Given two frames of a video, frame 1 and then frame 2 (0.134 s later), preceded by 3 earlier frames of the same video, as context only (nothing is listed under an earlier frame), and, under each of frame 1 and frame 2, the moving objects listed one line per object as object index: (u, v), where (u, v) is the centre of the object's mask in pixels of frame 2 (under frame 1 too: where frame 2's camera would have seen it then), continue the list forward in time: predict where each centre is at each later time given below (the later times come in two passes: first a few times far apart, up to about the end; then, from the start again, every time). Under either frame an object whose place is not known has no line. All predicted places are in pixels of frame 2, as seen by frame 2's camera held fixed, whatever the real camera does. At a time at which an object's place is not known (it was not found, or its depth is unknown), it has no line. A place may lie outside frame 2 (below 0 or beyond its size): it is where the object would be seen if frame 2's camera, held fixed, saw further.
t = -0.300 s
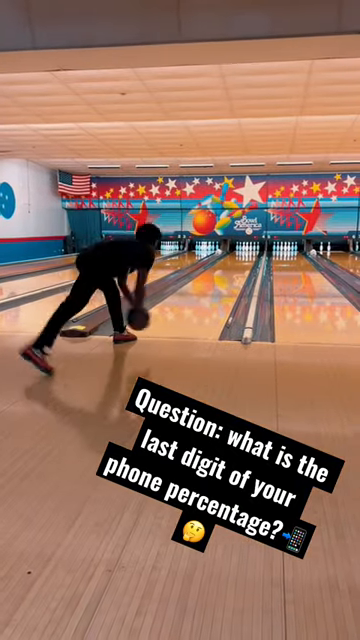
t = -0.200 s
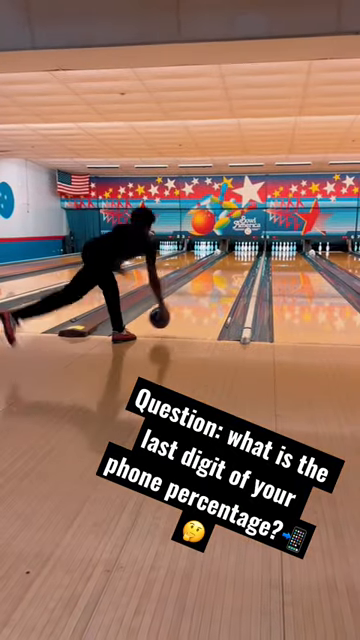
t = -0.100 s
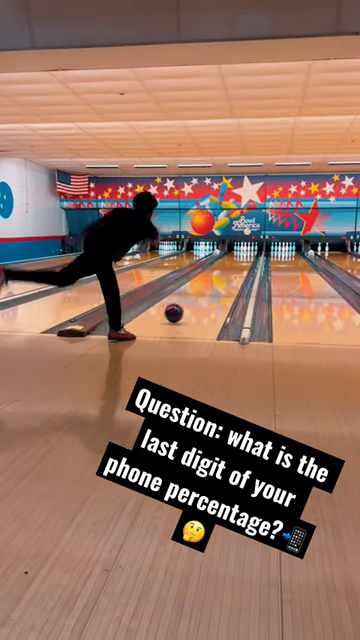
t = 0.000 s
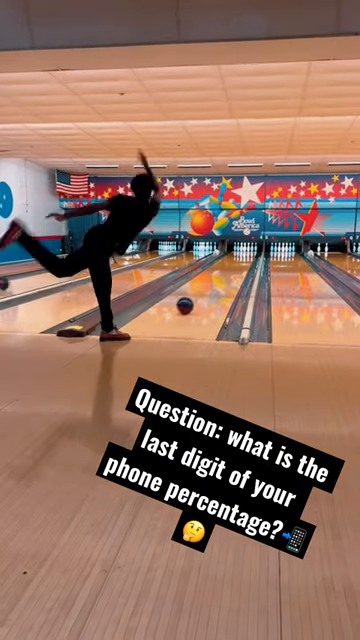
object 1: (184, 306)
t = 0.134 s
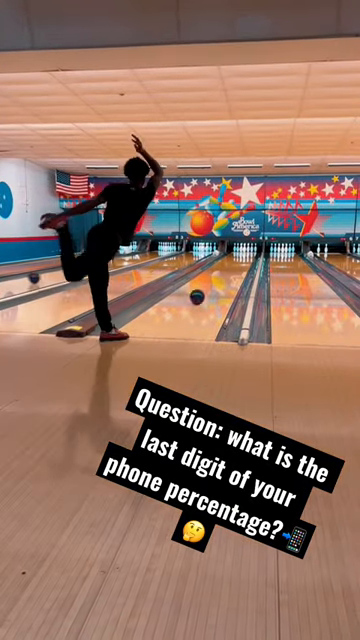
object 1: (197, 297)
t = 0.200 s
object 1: (202, 293)
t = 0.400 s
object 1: (214, 284)
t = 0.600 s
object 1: (224, 277)
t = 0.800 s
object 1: (231, 271)
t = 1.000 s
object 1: (235, 267)
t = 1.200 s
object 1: (240, 263)
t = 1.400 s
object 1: (243, 260)
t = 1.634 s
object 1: (247, 257)
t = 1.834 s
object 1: (248, 255)
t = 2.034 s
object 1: (248, 253)
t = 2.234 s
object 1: (248, 253)
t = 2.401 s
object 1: (247, 252)
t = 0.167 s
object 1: (199, 294)
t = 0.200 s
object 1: (202, 293)
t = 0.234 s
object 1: (204, 291)
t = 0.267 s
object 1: (206, 289)
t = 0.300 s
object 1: (208, 288)
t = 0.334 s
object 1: (210, 286)
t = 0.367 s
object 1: (212, 285)
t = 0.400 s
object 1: (214, 284)
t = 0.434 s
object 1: (216, 282)
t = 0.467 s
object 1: (218, 281)
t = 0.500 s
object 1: (219, 280)
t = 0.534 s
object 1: (221, 279)
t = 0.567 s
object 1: (222, 278)
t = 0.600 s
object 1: (224, 277)
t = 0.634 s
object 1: (225, 276)
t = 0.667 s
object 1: (226, 275)
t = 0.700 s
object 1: (227, 274)
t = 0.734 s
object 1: (228, 273)
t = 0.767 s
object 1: (229, 272)
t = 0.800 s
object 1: (231, 271)
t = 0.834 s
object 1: (231, 270)
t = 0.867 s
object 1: (233, 269)
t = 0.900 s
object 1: (233, 269)
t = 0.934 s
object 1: (234, 268)
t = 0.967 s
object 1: (235, 267)
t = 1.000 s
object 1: (235, 267)
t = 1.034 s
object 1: (237, 266)
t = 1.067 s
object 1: (237, 265)
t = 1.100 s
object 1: (238, 265)
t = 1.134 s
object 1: (239, 264)
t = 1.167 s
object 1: (240, 264)
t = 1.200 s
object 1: (240, 263)
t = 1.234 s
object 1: (241, 262)
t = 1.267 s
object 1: (241, 262)
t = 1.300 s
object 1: (242, 261)
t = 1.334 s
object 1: (243, 261)
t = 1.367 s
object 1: (243, 260)
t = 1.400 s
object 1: (243, 260)
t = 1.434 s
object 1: (244, 259)
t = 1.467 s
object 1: (245, 259)
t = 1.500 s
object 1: (245, 258)
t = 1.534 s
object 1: (245, 258)
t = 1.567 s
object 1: (246, 258)
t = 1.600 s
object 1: (246, 257)
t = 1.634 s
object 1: (247, 257)
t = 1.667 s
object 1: (247, 257)
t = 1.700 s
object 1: (247, 256)
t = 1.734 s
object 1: (247, 256)
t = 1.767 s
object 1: (247, 256)
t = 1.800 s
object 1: (248, 255)
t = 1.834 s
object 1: (248, 255)
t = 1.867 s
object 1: (248, 255)
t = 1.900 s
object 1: (248, 255)
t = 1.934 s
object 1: (248, 254)
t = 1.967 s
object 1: (248, 254)
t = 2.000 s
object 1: (248, 253)
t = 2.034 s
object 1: (248, 253)
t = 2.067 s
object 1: (247, 254)
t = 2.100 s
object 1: (247, 254)
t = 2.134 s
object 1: (248, 254)
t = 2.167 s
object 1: (248, 253)
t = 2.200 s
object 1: (248, 254)
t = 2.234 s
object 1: (248, 253)
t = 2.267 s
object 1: (248, 253)
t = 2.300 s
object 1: (248, 252)
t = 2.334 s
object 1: (247, 251)
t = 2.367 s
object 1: (247, 251)
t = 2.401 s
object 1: (247, 252)
